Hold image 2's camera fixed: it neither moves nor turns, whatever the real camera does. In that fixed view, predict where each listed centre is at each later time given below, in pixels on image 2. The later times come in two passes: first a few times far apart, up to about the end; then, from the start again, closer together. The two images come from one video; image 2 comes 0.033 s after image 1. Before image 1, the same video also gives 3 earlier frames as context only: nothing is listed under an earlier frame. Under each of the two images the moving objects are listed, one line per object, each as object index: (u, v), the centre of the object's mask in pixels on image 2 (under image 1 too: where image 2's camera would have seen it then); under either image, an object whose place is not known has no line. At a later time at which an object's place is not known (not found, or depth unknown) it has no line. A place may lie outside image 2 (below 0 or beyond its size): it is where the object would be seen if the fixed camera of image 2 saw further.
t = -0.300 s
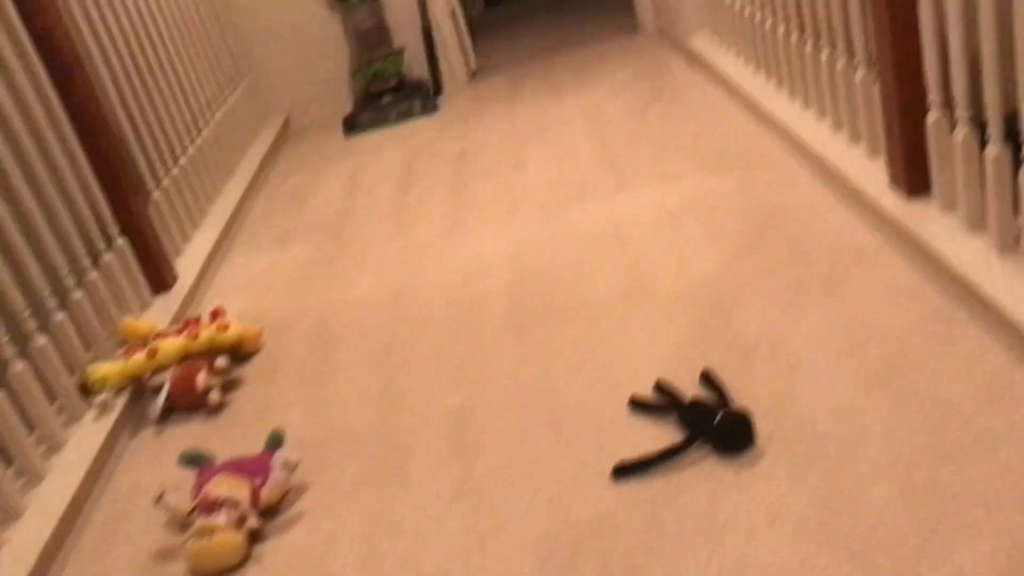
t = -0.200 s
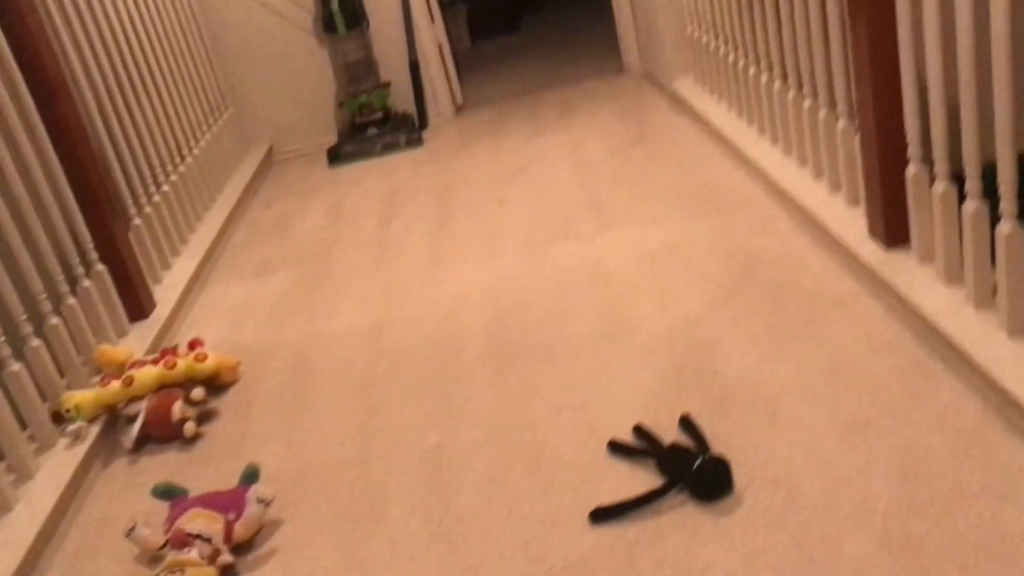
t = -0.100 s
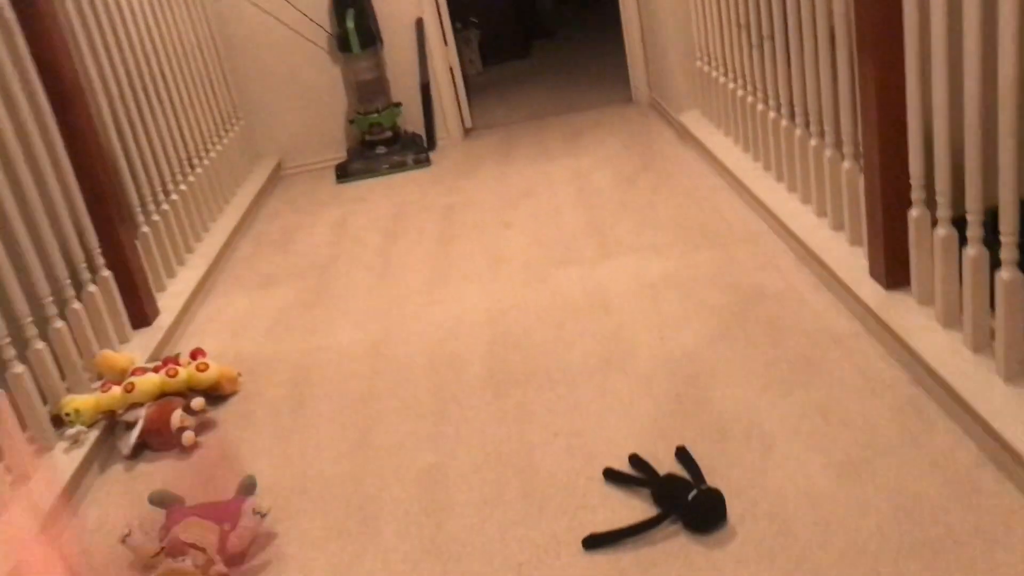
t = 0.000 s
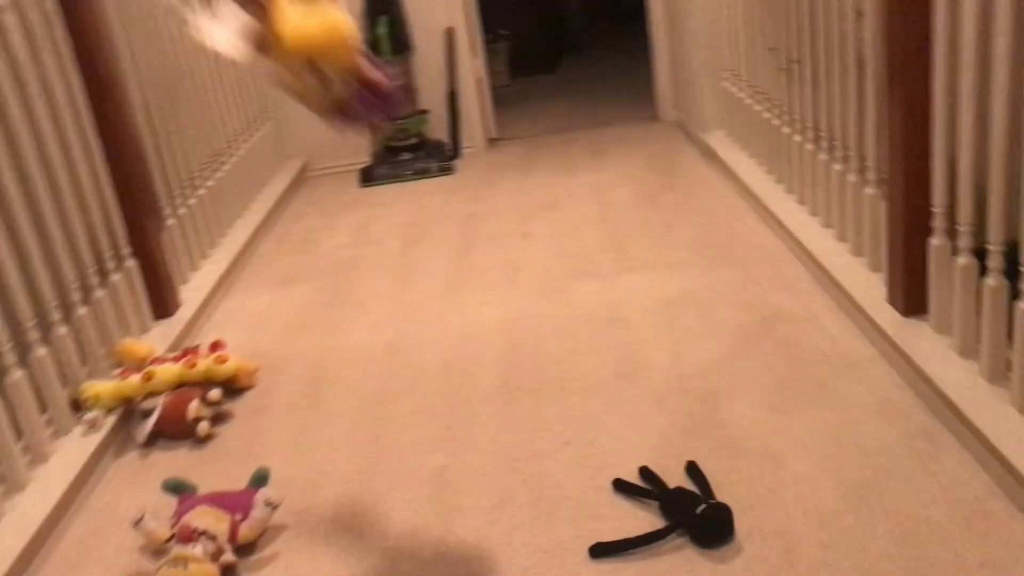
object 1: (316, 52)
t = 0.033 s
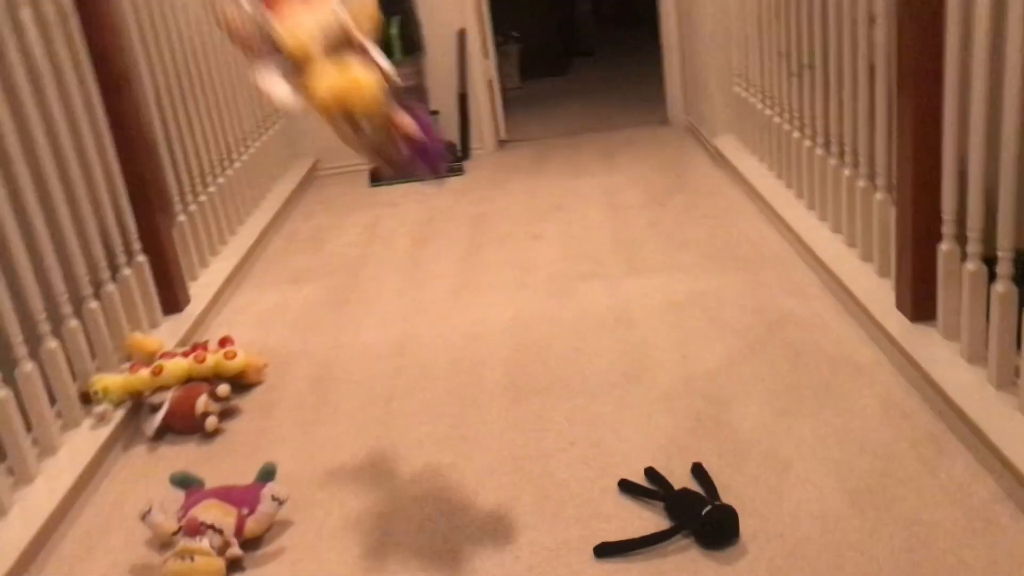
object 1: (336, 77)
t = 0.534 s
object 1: (473, 295)
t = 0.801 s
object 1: (509, 311)
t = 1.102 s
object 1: (517, 312)
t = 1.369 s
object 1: (516, 314)
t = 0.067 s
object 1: (368, 125)
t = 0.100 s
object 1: (396, 180)
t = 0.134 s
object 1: (419, 233)
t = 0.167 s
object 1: (437, 278)
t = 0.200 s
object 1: (453, 320)
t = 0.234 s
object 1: (469, 370)
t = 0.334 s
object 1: (473, 332)
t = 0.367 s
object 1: (470, 313)
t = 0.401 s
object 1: (468, 305)
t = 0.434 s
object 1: (469, 295)
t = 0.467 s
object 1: (468, 292)
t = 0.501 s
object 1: (469, 291)
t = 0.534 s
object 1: (473, 295)
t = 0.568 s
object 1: (476, 300)
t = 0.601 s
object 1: (481, 302)
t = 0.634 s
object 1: (487, 308)
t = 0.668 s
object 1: (492, 317)
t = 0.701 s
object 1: (496, 321)
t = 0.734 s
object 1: (502, 317)
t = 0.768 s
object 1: (505, 315)
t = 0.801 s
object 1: (509, 311)
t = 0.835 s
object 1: (512, 310)
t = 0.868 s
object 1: (513, 312)
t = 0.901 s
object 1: (515, 312)
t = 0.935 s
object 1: (518, 311)
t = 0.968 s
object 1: (517, 312)
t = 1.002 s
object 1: (517, 312)
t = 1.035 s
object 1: (519, 311)
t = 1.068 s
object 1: (518, 311)
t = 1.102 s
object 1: (517, 312)
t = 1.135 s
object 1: (517, 313)
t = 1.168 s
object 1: (516, 313)
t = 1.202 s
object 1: (516, 313)
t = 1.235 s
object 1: (516, 313)
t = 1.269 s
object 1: (516, 313)
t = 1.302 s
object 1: (516, 314)
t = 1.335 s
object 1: (516, 314)
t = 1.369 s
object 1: (516, 314)
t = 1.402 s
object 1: (516, 314)
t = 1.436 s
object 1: (516, 314)
